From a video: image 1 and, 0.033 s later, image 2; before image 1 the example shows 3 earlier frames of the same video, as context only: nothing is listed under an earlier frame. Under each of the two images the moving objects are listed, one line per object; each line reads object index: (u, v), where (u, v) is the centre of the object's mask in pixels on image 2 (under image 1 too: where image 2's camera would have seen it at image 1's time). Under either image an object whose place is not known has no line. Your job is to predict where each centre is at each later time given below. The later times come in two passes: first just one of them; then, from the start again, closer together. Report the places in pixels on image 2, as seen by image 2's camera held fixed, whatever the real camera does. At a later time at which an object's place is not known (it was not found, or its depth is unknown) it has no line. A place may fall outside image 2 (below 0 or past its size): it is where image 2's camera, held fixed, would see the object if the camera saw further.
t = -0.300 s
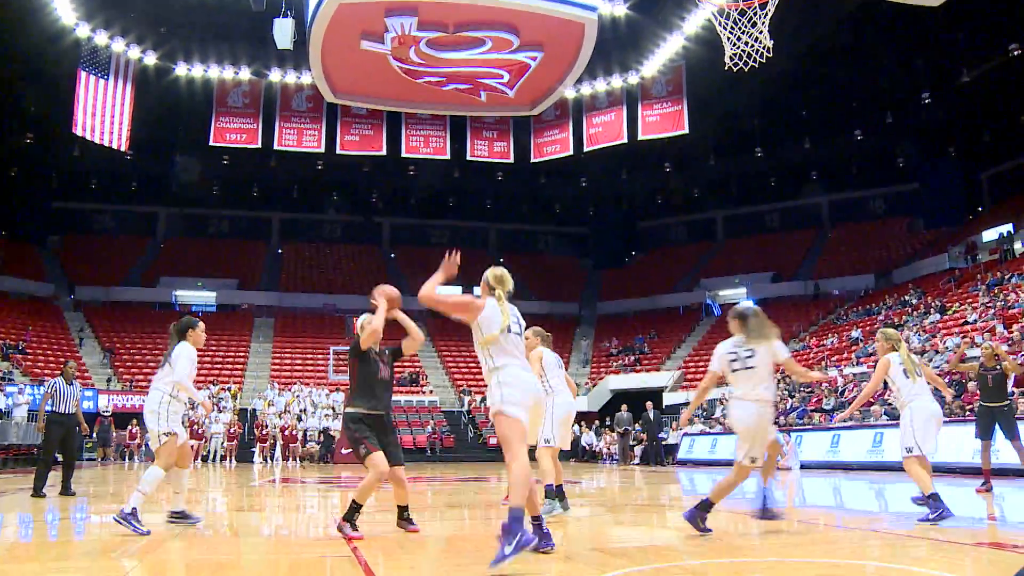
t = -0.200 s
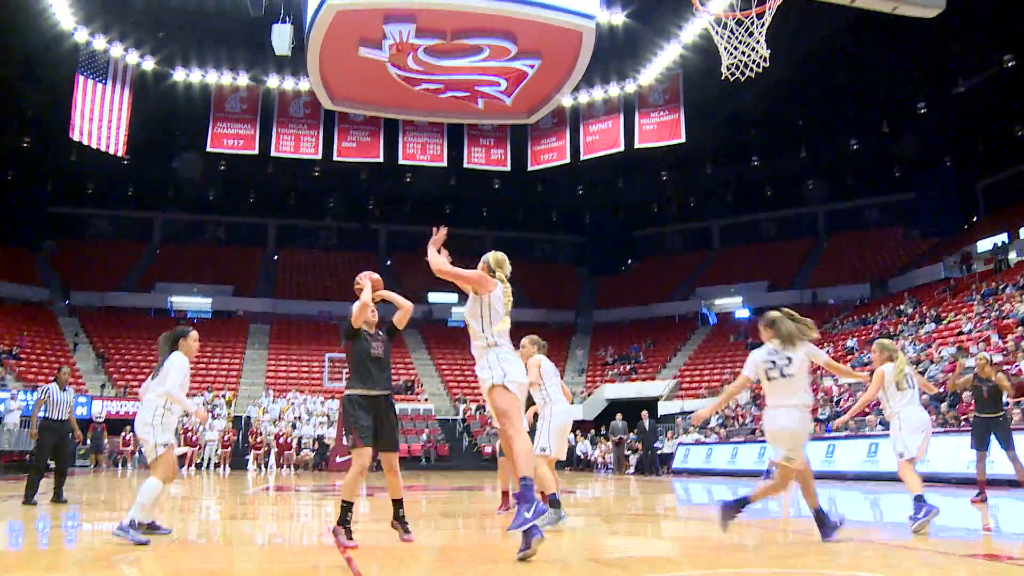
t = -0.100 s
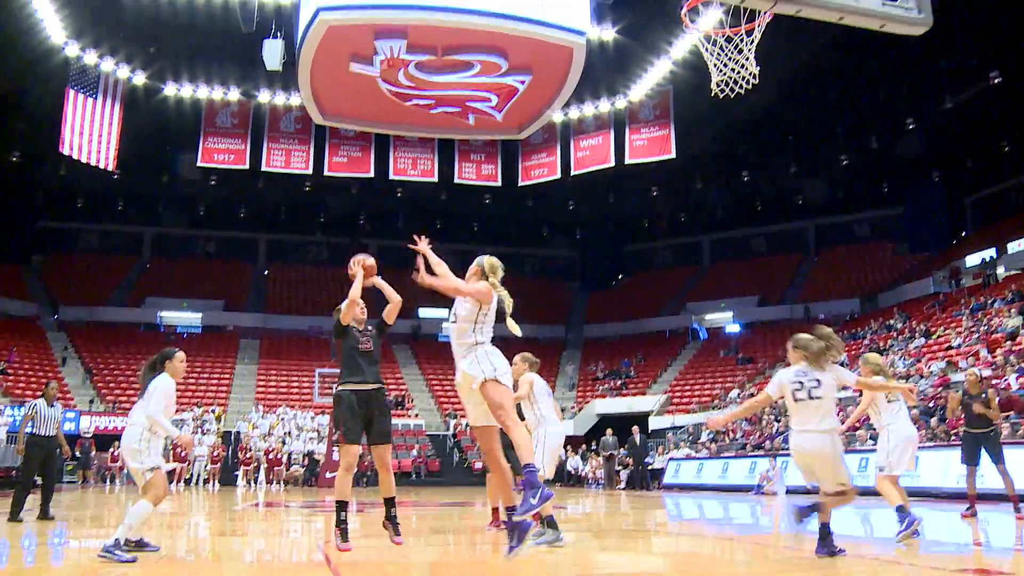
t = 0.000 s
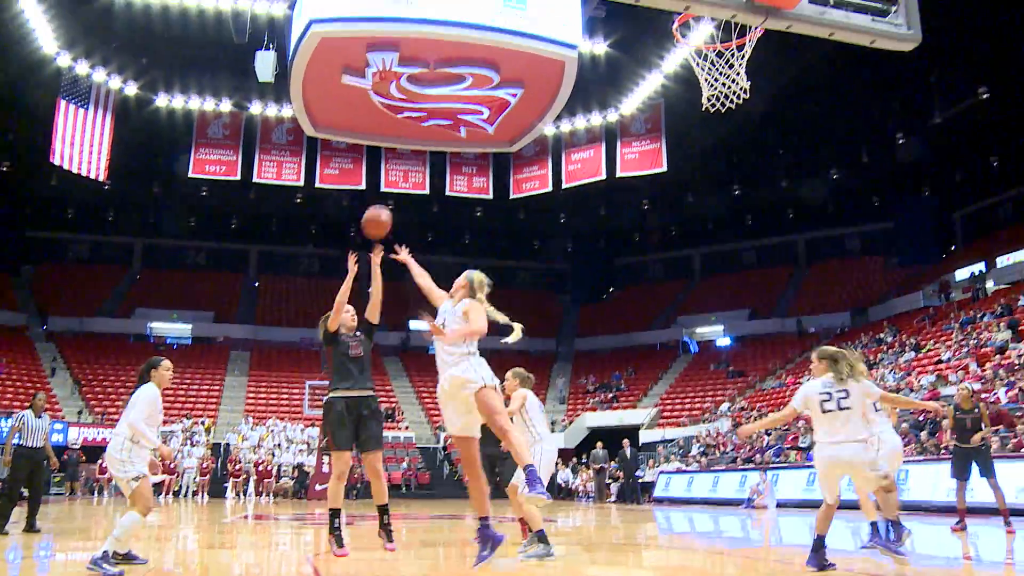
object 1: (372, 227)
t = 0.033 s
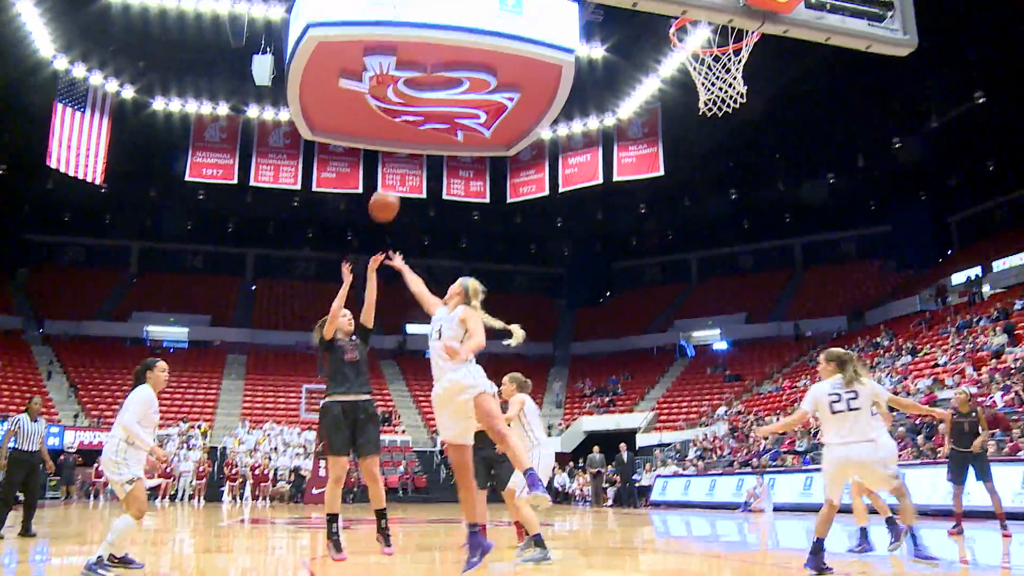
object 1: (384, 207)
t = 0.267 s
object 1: (463, 85)
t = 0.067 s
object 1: (395, 185)
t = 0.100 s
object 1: (407, 164)
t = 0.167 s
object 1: (429, 129)
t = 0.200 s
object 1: (441, 114)
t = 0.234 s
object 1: (452, 99)
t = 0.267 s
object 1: (463, 85)
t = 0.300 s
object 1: (477, 70)
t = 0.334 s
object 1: (489, 60)
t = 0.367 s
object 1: (503, 47)
